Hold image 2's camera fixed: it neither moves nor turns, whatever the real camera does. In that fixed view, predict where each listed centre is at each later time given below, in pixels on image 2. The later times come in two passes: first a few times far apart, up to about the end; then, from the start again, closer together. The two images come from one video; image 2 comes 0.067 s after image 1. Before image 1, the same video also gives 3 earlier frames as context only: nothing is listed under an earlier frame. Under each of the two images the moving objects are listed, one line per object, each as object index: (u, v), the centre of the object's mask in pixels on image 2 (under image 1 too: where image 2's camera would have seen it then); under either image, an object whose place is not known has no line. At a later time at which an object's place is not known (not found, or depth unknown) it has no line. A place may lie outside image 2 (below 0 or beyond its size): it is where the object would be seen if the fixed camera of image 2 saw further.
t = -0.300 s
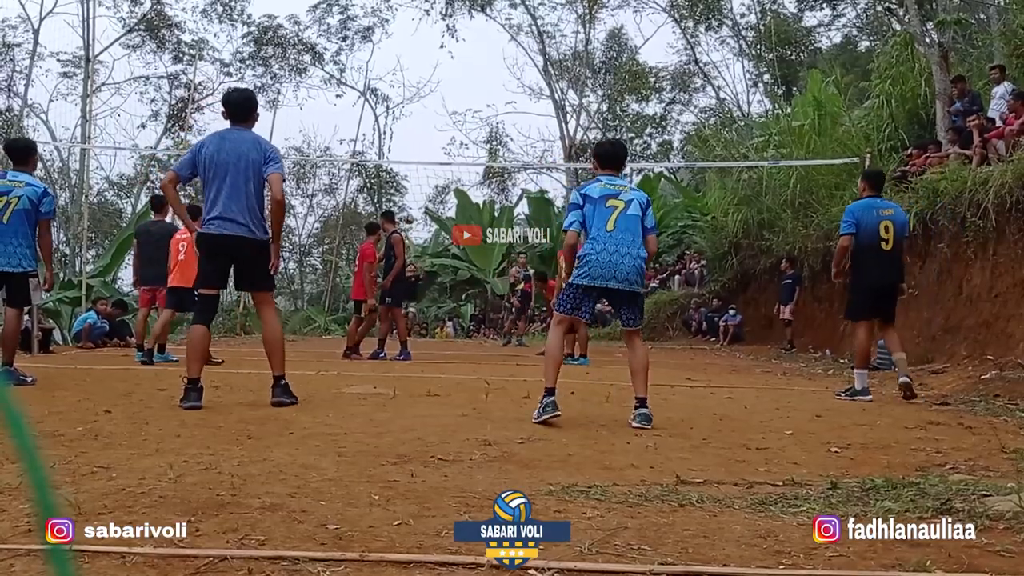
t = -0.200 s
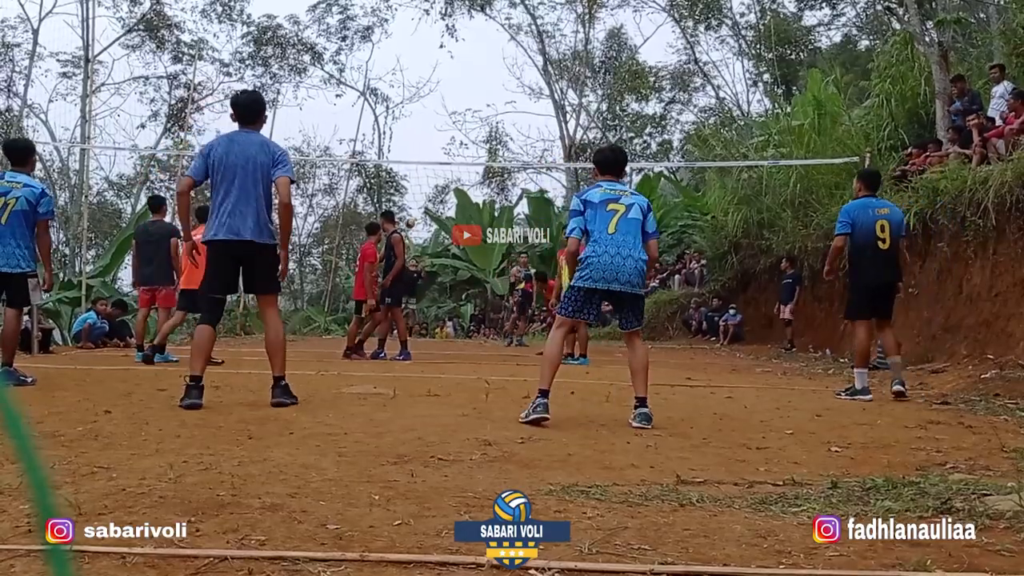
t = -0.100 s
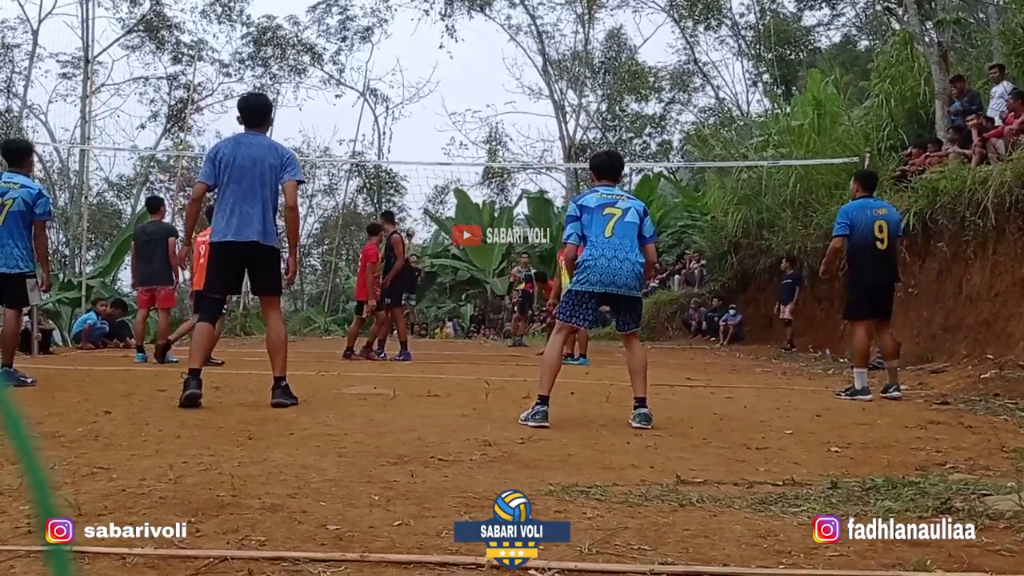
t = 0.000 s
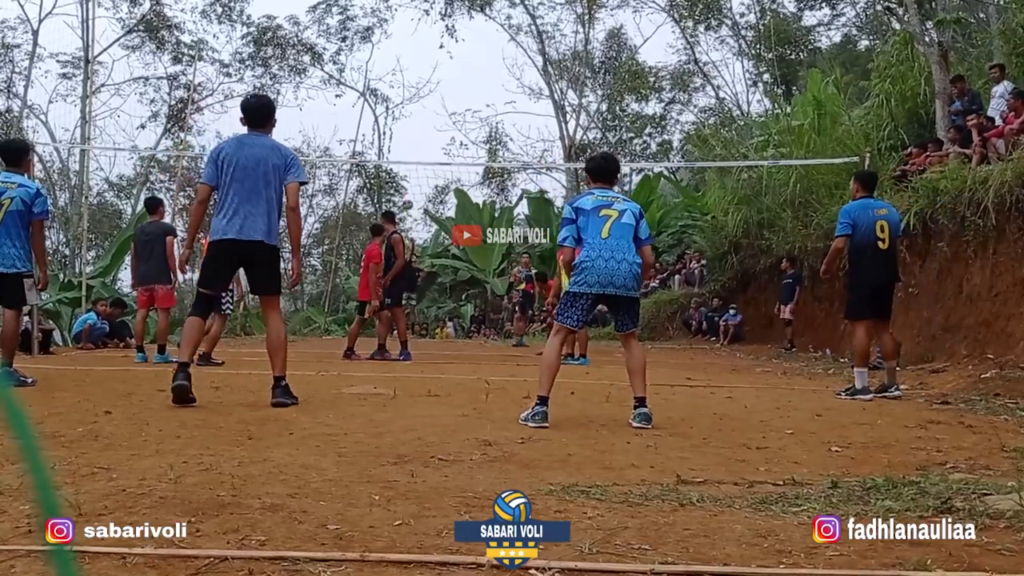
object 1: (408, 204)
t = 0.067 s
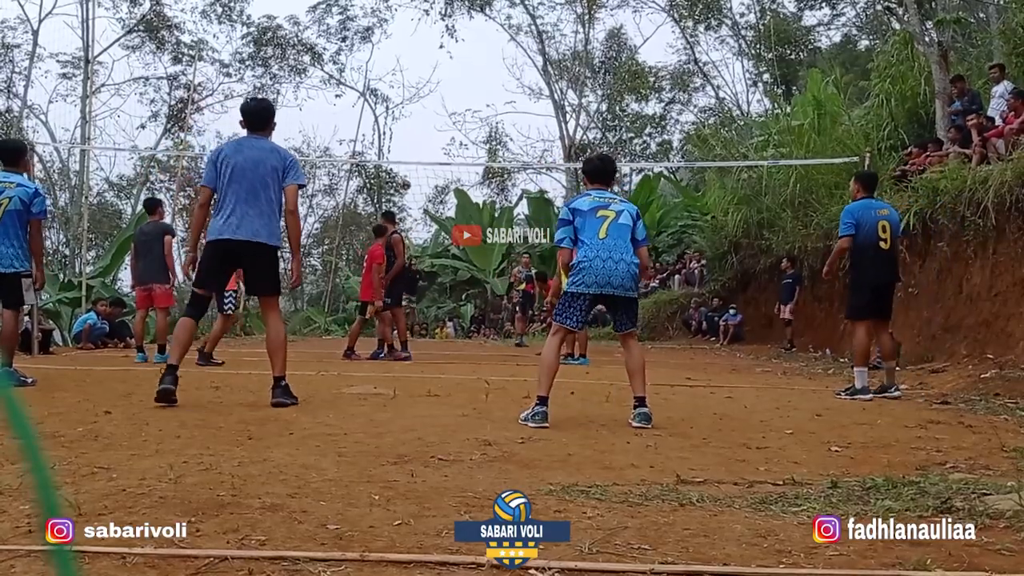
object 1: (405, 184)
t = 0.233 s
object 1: (397, 138)
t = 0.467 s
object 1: (379, 83)
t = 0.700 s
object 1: (351, 49)
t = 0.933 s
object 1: (314, 55)
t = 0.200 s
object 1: (399, 147)
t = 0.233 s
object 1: (397, 138)
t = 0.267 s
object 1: (395, 129)
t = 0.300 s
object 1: (392, 121)
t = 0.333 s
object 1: (390, 114)
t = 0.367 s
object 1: (388, 106)
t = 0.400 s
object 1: (385, 97)
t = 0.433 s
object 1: (383, 90)
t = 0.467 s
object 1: (379, 83)
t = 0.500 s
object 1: (376, 76)
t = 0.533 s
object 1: (372, 70)
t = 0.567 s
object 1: (368, 65)
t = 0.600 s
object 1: (364, 60)
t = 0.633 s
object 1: (360, 56)
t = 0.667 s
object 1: (355, 52)
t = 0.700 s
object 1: (351, 49)
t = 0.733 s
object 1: (346, 47)
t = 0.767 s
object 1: (342, 46)
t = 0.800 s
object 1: (337, 46)
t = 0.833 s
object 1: (331, 47)
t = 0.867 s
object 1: (325, 48)
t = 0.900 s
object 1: (319, 51)
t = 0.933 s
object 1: (314, 55)
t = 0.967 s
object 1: (305, 62)
